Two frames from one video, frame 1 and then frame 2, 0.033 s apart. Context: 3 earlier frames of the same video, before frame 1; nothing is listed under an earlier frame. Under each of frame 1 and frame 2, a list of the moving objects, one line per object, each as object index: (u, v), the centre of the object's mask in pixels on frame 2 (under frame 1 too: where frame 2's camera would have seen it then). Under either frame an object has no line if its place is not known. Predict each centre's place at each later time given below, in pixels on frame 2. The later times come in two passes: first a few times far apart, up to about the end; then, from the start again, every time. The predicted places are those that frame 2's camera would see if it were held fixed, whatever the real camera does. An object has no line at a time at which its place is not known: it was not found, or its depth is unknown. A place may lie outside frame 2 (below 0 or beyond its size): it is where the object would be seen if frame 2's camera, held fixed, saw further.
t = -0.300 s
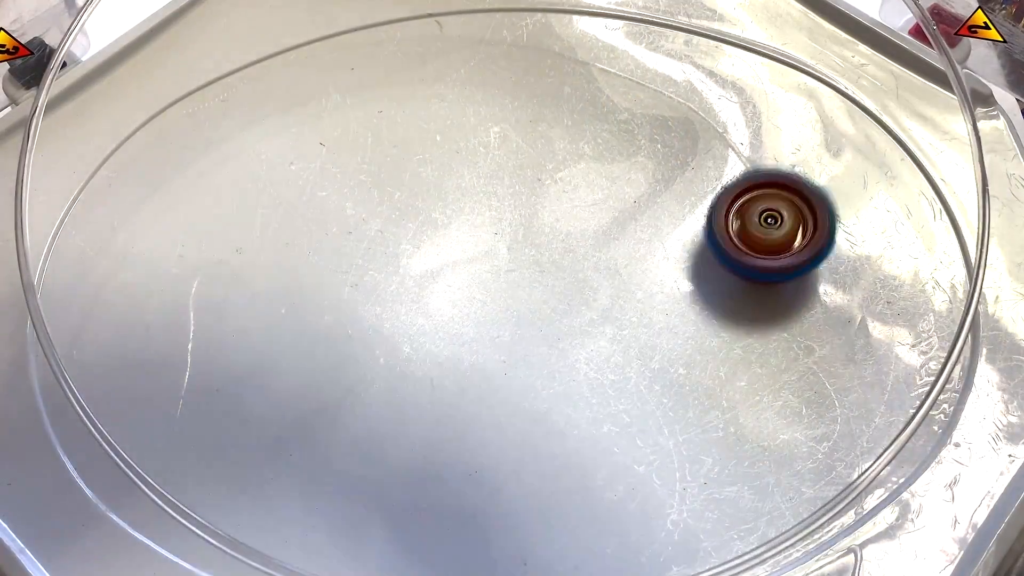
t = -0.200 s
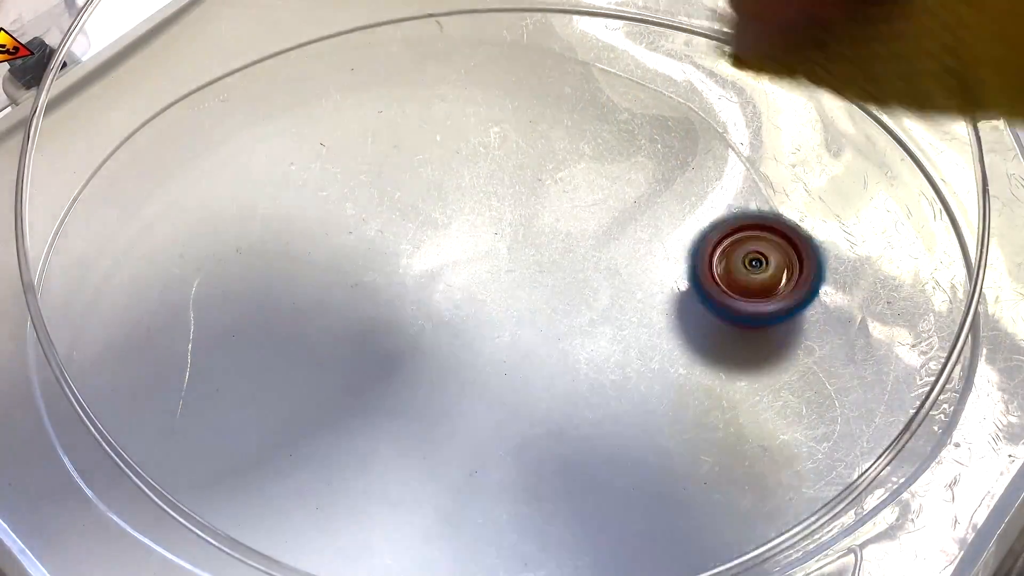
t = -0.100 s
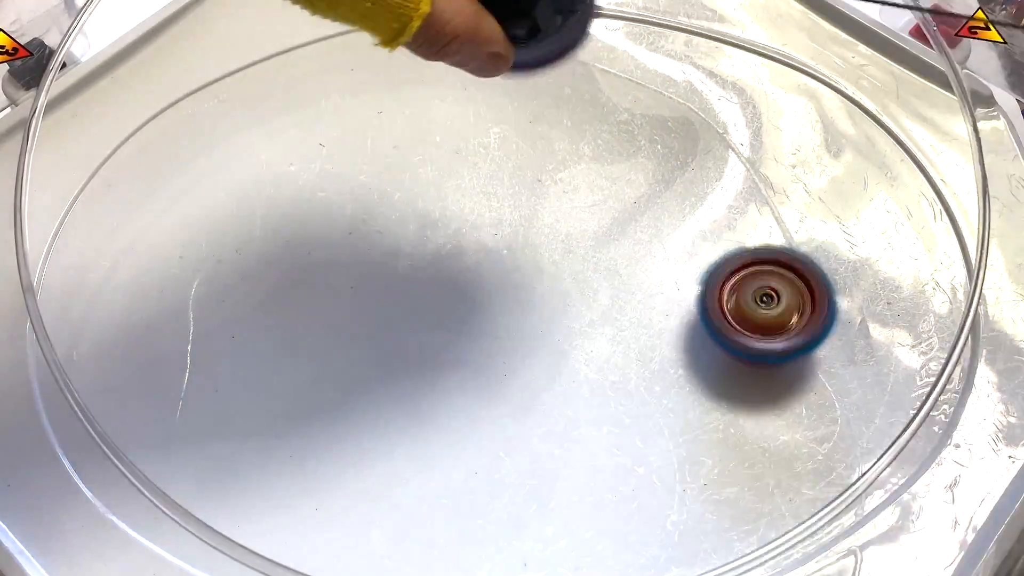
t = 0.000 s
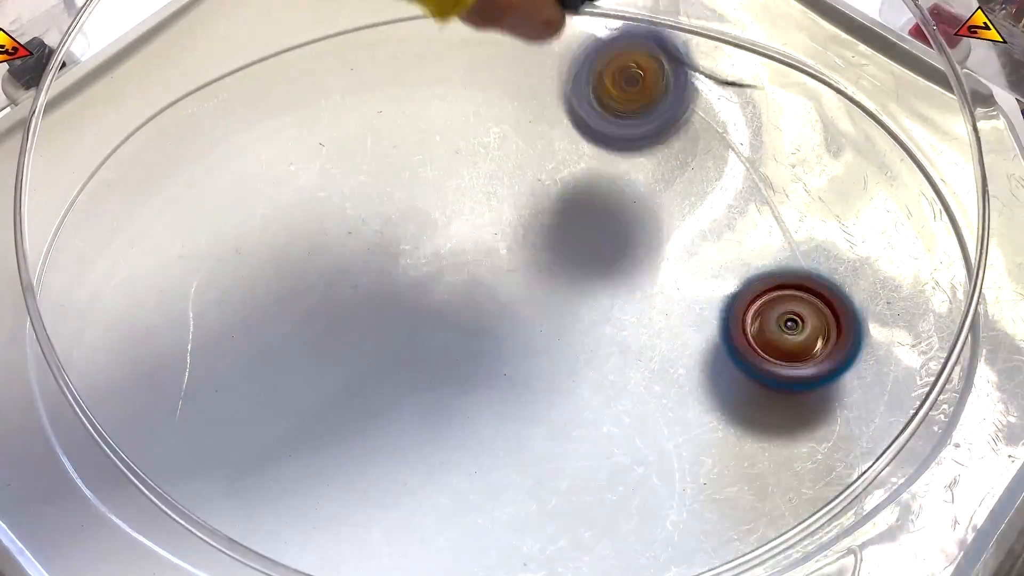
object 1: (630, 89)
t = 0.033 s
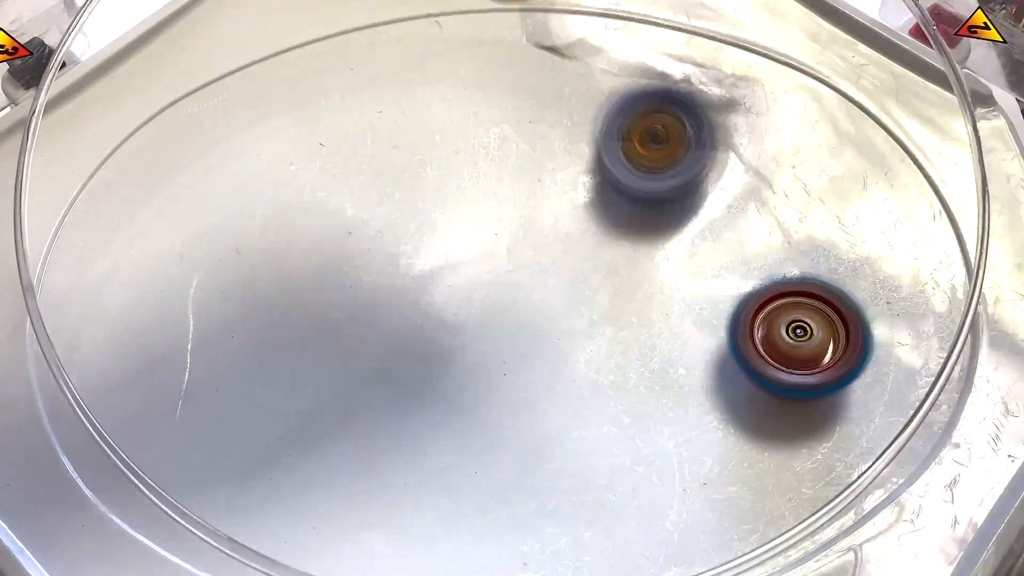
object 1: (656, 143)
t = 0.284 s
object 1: (756, 181)
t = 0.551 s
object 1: (573, 291)
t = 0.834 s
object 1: (206, 212)
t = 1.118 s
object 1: (158, 77)
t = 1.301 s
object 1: (335, 68)
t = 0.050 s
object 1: (664, 136)
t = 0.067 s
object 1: (677, 123)
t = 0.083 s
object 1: (690, 116)
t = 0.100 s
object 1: (702, 111)
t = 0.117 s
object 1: (713, 109)
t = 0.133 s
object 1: (723, 110)
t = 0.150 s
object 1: (731, 117)
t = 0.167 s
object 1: (739, 128)
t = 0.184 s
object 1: (744, 143)
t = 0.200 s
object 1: (749, 159)
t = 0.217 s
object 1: (753, 175)
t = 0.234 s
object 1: (755, 170)
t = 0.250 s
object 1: (756, 170)
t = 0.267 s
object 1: (757, 174)
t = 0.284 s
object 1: (756, 181)
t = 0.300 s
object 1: (753, 192)
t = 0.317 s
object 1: (750, 205)
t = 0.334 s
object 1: (745, 211)
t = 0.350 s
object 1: (739, 216)
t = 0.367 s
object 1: (732, 226)
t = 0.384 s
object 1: (724, 236)
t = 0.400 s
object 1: (714, 242)
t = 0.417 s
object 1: (702, 249)
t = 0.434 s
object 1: (690, 256)
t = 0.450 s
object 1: (677, 264)
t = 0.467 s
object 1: (662, 269)
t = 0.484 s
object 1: (646, 275)
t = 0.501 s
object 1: (629, 279)
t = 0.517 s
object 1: (611, 283)
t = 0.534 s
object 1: (593, 288)
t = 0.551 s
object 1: (573, 291)
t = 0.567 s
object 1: (551, 293)
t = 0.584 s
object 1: (529, 296)
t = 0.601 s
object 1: (506, 295)
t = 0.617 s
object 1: (483, 295)
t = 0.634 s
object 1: (461, 293)
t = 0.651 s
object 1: (438, 291)
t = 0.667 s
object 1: (414, 287)
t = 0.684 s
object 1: (391, 282)
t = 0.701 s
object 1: (369, 277)
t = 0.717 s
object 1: (349, 271)
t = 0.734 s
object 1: (326, 266)
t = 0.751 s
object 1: (304, 257)
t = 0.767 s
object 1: (283, 251)
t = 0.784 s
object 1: (263, 242)
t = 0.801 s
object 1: (244, 234)
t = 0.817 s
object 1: (225, 223)
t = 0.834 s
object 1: (206, 212)
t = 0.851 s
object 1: (188, 202)
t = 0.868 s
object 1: (171, 190)
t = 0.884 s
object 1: (156, 179)
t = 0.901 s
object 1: (140, 167)
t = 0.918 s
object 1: (126, 153)
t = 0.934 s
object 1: (114, 140)
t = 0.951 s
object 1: (102, 124)
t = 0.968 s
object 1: (98, 111)
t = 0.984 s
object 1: (97, 101)
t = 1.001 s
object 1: (97, 92)
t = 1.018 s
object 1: (87, 79)
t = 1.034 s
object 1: (101, 80)
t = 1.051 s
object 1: (108, 78)
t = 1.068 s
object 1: (118, 77)
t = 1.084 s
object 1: (130, 77)
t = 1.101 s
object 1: (144, 77)
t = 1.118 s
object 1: (158, 77)
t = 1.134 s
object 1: (173, 77)
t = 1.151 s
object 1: (191, 81)
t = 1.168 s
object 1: (206, 79)
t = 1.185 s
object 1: (221, 79)
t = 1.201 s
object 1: (238, 79)
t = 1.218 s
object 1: (254, 78)
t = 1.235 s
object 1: (270, 76)
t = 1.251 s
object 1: (286, 75)
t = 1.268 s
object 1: (302, 73)
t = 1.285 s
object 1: (319, 71)
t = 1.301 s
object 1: (335, 68)
